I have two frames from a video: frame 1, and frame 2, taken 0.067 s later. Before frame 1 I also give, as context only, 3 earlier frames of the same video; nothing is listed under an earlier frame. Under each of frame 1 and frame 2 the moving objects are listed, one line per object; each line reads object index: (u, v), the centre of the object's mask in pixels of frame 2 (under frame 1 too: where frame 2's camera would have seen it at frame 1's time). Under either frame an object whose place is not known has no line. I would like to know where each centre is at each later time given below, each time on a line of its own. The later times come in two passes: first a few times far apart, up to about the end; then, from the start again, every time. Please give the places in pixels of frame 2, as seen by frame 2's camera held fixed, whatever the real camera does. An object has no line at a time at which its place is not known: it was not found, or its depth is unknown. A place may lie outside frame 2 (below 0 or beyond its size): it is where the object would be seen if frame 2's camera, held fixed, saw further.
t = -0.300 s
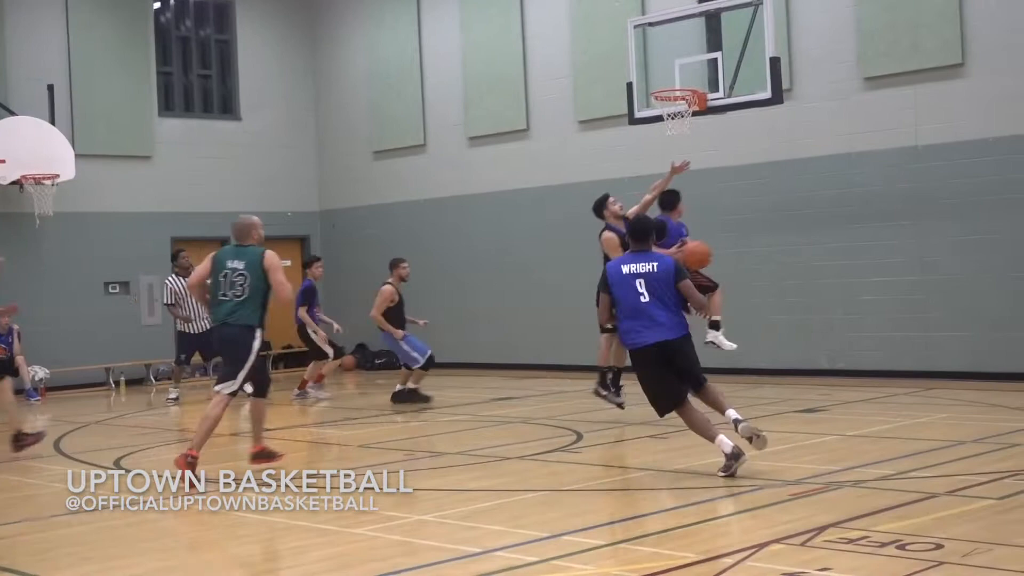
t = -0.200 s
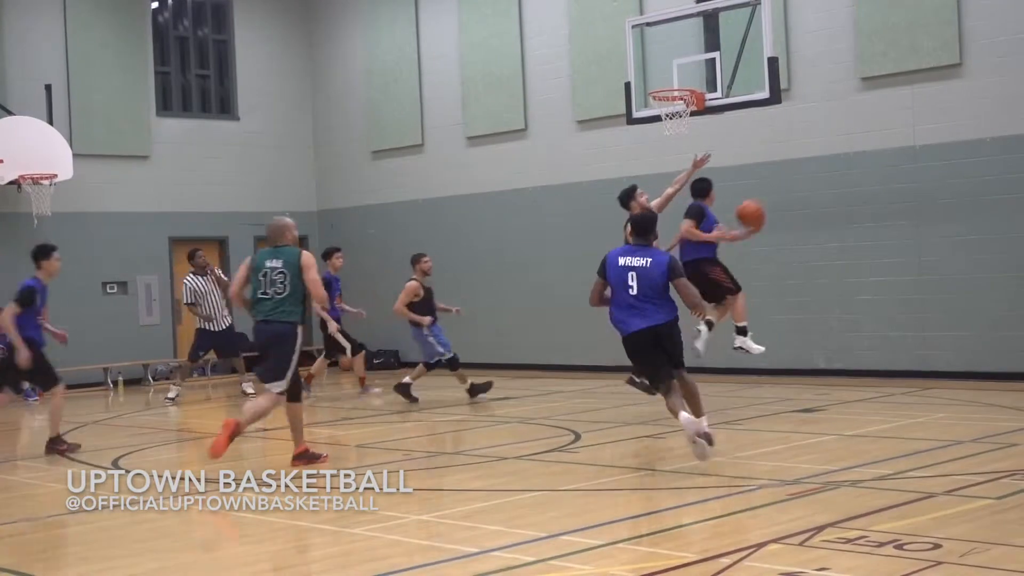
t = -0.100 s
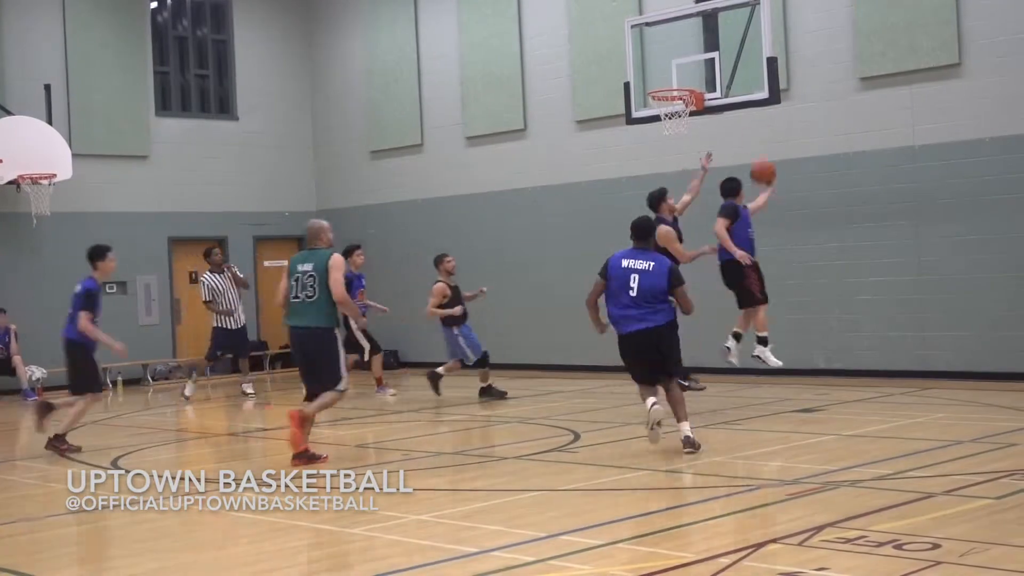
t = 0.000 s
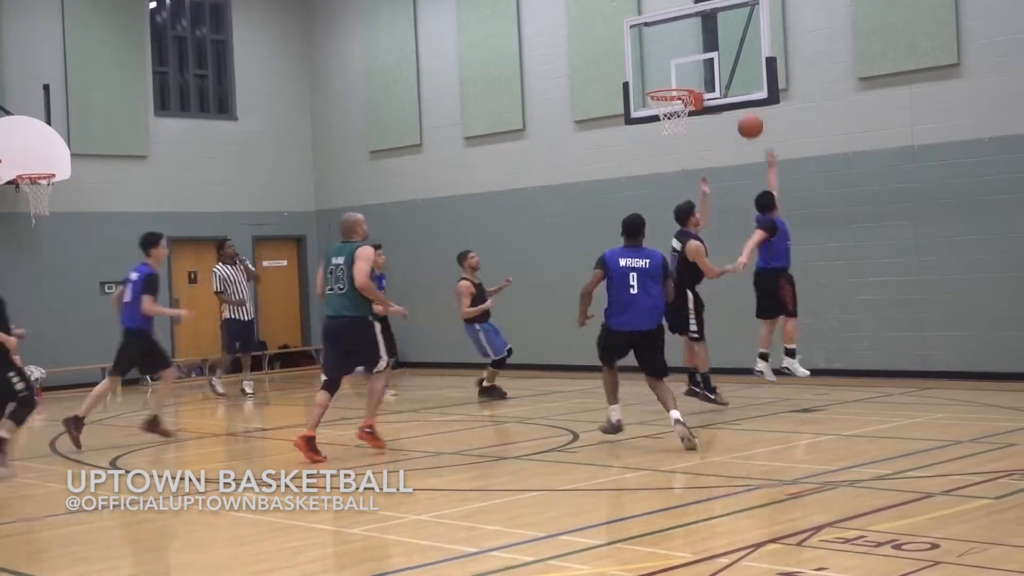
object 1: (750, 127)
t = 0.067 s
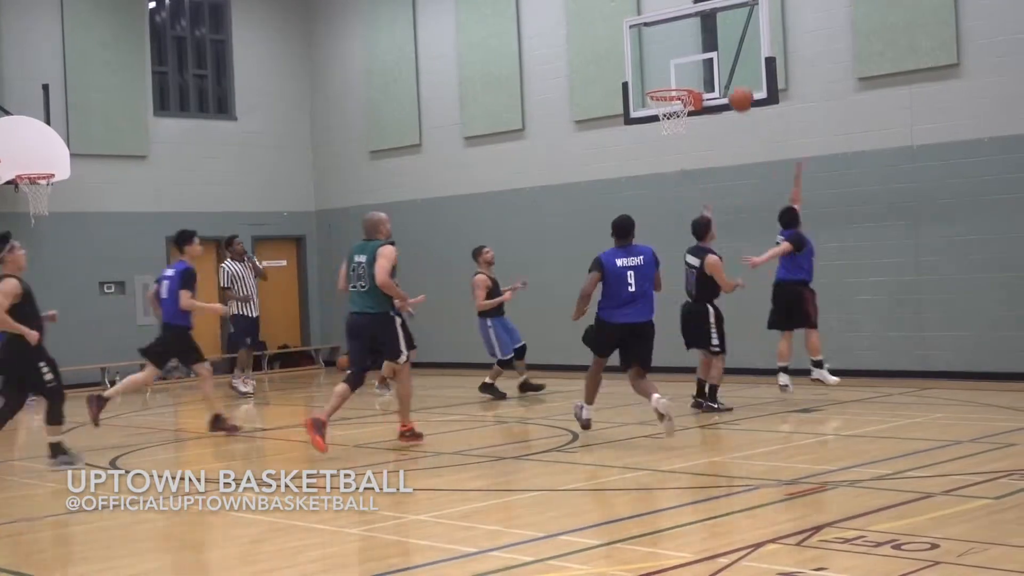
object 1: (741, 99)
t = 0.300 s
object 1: (714, 44)
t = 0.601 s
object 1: (686, 55)
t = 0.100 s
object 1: (737, 88)
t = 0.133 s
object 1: (733, 78)
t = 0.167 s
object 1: (729, 69)
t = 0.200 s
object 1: (725, 61)
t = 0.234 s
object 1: (722, 54)
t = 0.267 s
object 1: (718, 48)
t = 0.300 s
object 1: (714, 44)
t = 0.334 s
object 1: (711, 41)
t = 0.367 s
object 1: (708, 39)
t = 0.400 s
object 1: (705, 38)
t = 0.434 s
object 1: (702, 38)
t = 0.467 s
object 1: (698, 40)
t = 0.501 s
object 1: (696, 42)
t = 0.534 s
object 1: (691, 45)
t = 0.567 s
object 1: (689, 49)
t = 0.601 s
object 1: (686, 55)
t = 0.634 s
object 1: (683, 61)
